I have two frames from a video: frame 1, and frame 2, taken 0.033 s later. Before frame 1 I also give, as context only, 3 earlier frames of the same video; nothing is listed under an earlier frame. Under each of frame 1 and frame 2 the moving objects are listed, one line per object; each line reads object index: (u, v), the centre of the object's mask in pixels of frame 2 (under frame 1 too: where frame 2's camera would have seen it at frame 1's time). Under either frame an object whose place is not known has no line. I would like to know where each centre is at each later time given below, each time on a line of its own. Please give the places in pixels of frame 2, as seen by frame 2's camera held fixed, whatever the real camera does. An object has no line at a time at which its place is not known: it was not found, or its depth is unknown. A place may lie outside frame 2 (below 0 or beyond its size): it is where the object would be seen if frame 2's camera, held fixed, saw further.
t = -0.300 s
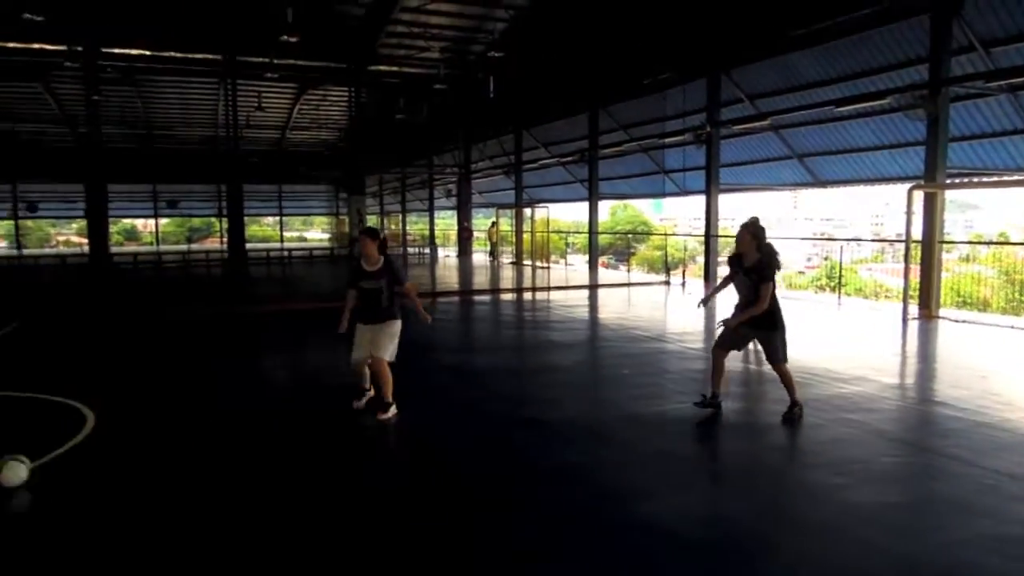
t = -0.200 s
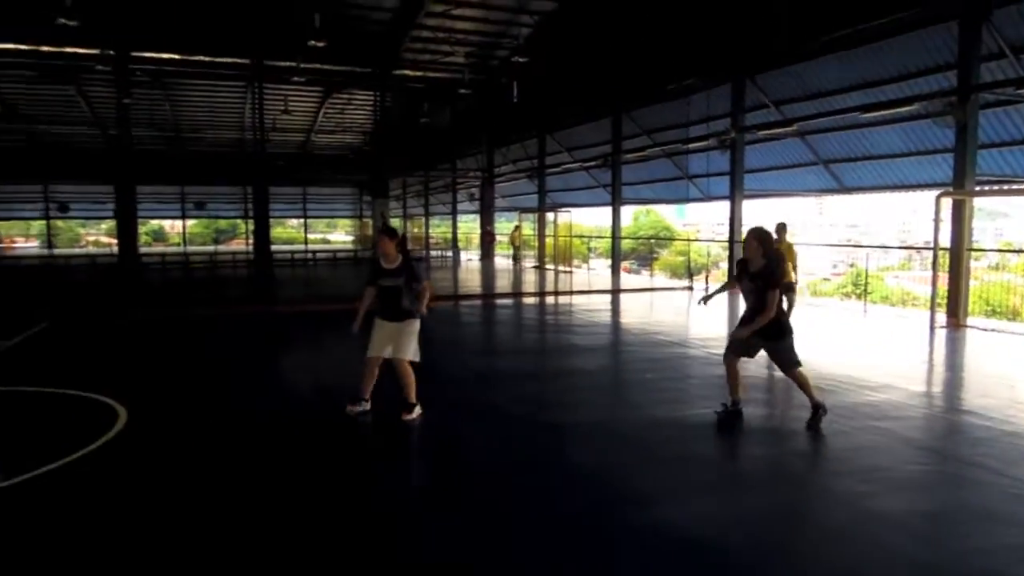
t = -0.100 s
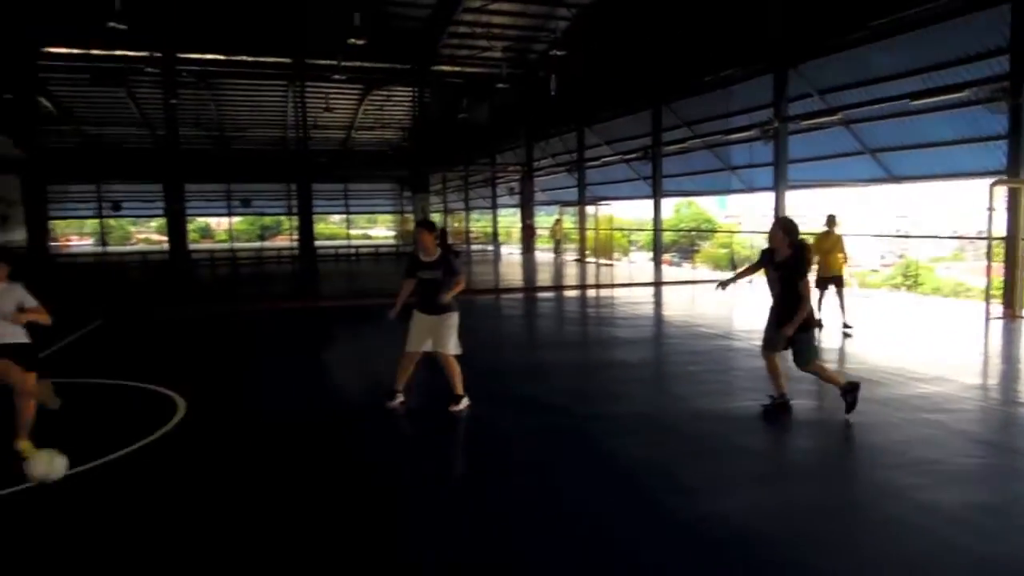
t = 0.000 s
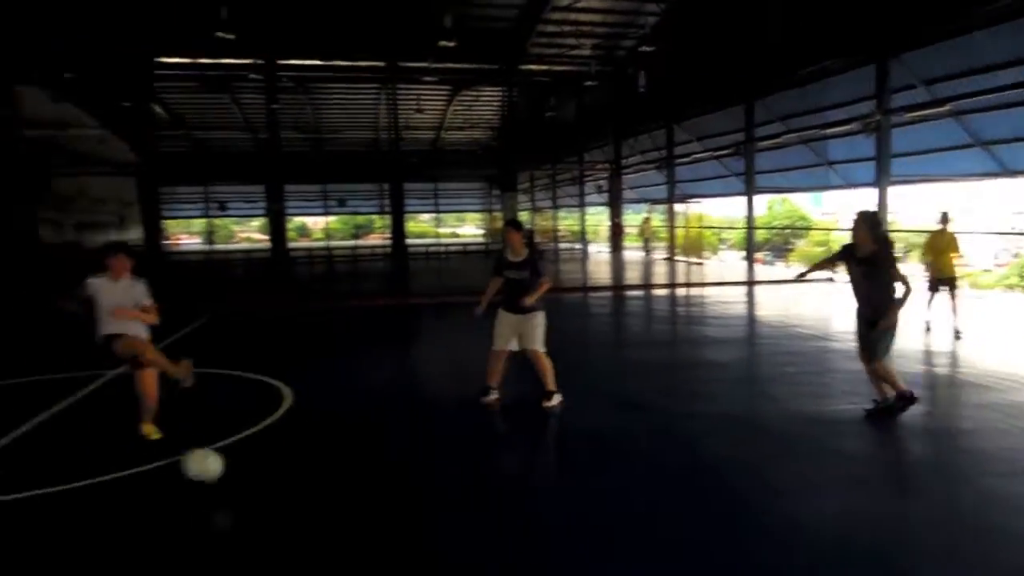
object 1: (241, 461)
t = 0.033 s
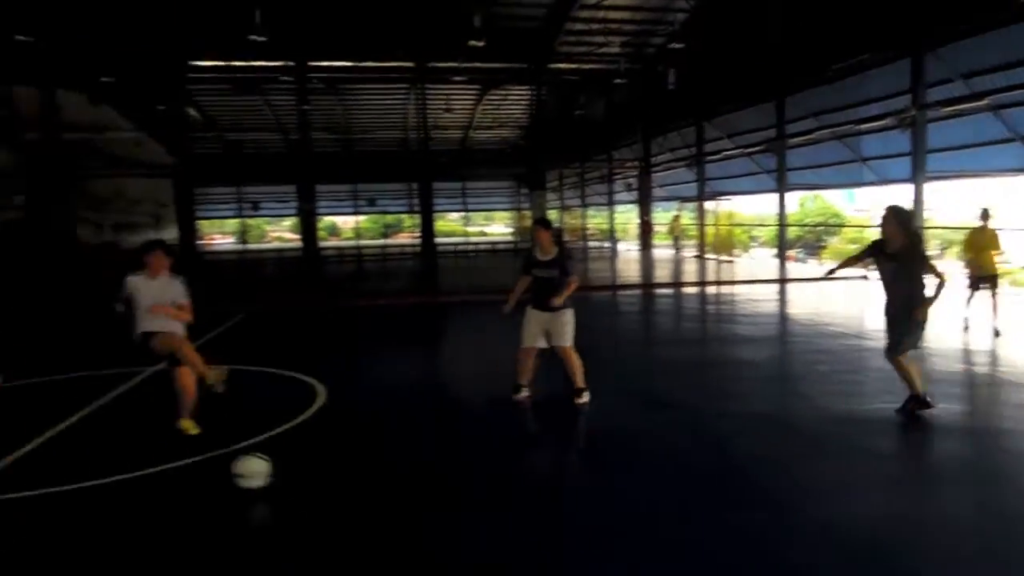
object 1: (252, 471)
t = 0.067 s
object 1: (266, 482)
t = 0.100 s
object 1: (283, 486)
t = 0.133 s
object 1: (299, 494)
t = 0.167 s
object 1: (321, 501)
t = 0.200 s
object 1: (341, 511)
